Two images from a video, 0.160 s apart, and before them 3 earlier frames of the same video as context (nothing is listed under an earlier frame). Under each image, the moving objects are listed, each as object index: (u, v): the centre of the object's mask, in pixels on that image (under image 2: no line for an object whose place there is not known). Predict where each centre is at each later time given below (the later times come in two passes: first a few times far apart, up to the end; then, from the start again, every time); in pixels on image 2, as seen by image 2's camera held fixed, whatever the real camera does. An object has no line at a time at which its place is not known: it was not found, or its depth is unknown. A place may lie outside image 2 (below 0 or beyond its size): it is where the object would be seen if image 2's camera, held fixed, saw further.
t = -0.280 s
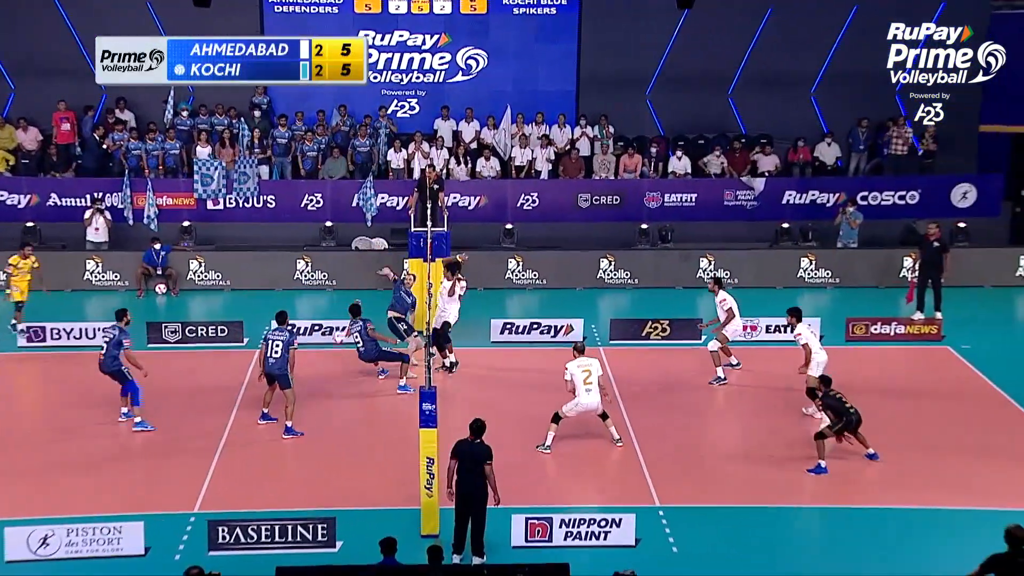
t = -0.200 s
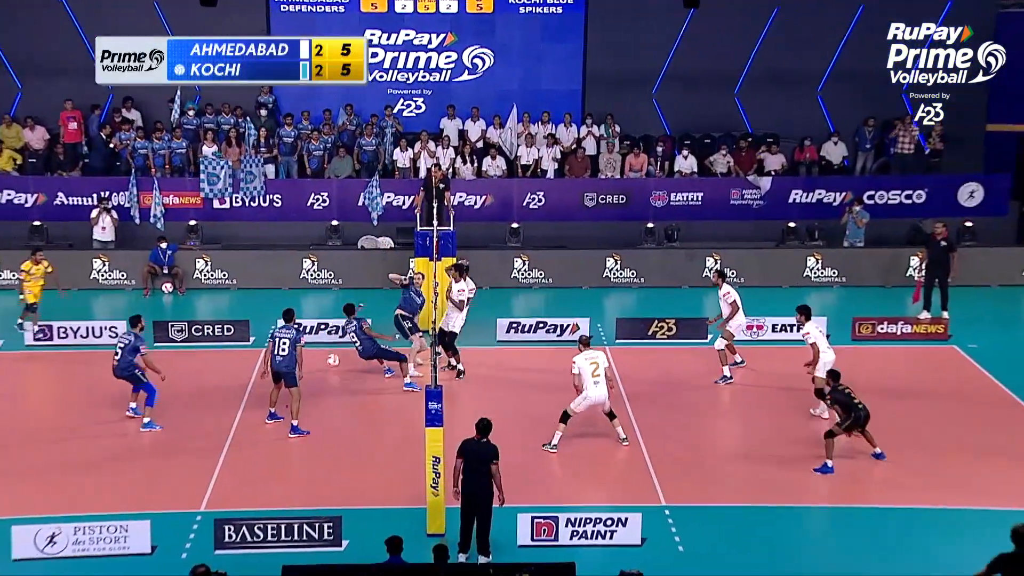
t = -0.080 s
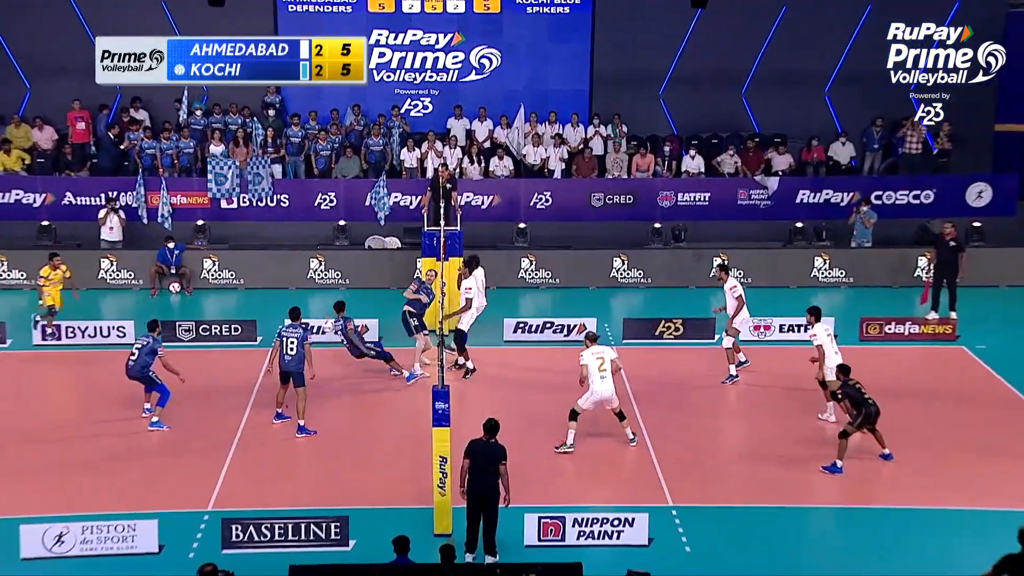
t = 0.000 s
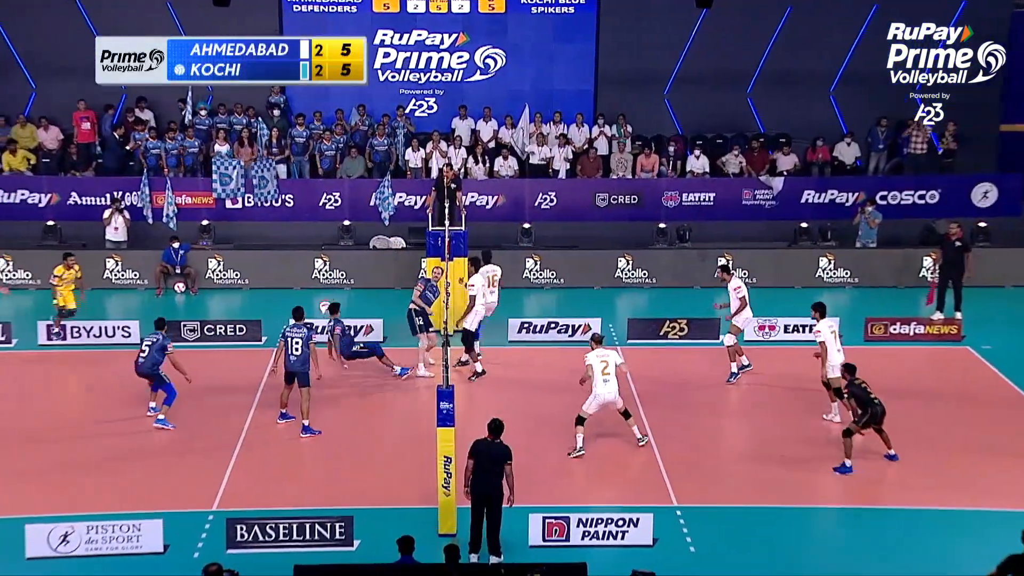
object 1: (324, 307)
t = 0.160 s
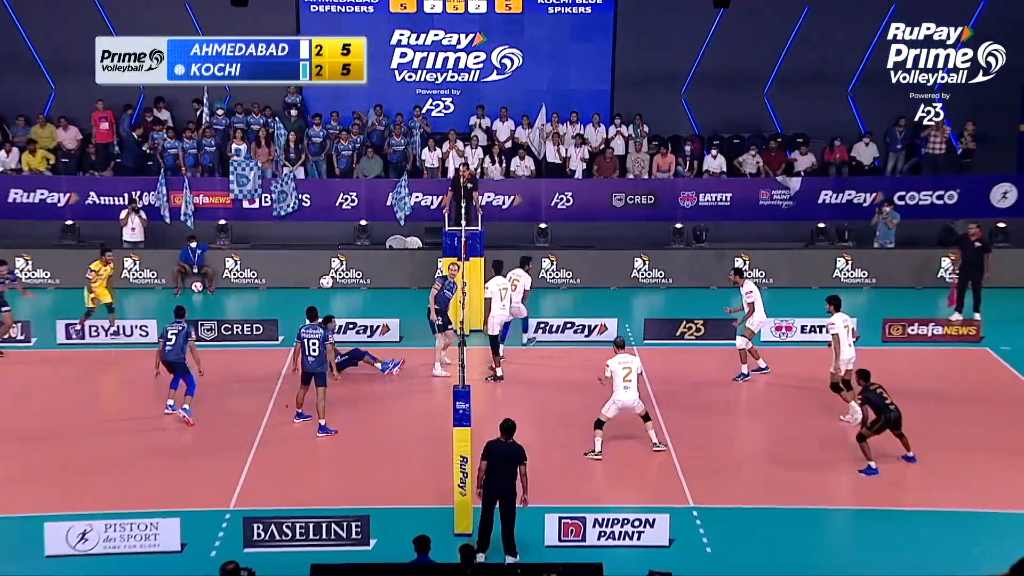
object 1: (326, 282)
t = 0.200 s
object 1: (322, 278)
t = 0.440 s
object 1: (301, 273)
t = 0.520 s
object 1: (294, 279)
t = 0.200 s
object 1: (322, 278)
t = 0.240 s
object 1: (319, 275)
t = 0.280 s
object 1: (316, 273)
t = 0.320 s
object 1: (312, 271)
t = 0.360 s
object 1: (309, 271)
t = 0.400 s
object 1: (305, 271)
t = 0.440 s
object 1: (301, 273)
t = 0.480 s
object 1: (298, 275)
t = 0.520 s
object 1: (294, 279)
